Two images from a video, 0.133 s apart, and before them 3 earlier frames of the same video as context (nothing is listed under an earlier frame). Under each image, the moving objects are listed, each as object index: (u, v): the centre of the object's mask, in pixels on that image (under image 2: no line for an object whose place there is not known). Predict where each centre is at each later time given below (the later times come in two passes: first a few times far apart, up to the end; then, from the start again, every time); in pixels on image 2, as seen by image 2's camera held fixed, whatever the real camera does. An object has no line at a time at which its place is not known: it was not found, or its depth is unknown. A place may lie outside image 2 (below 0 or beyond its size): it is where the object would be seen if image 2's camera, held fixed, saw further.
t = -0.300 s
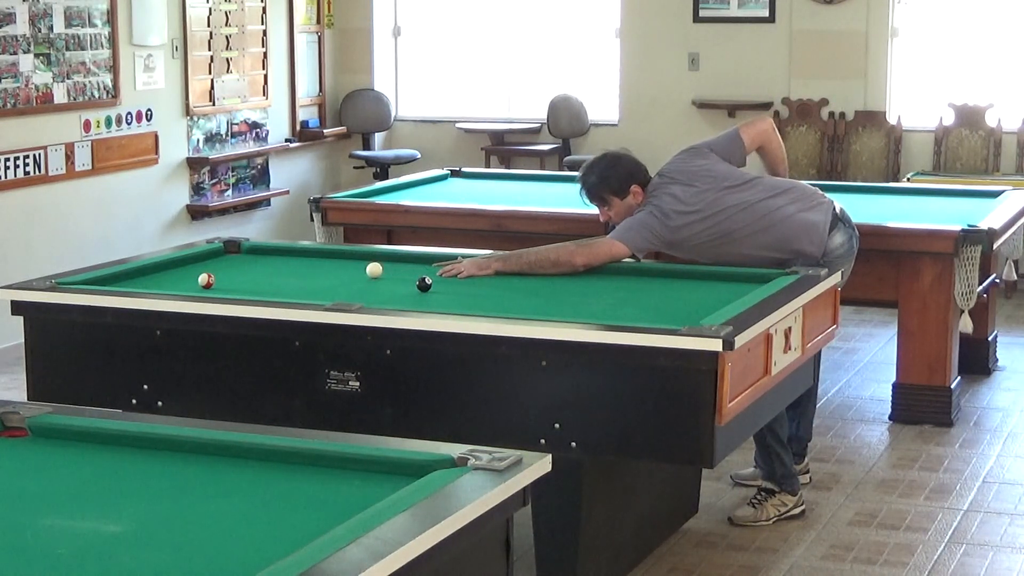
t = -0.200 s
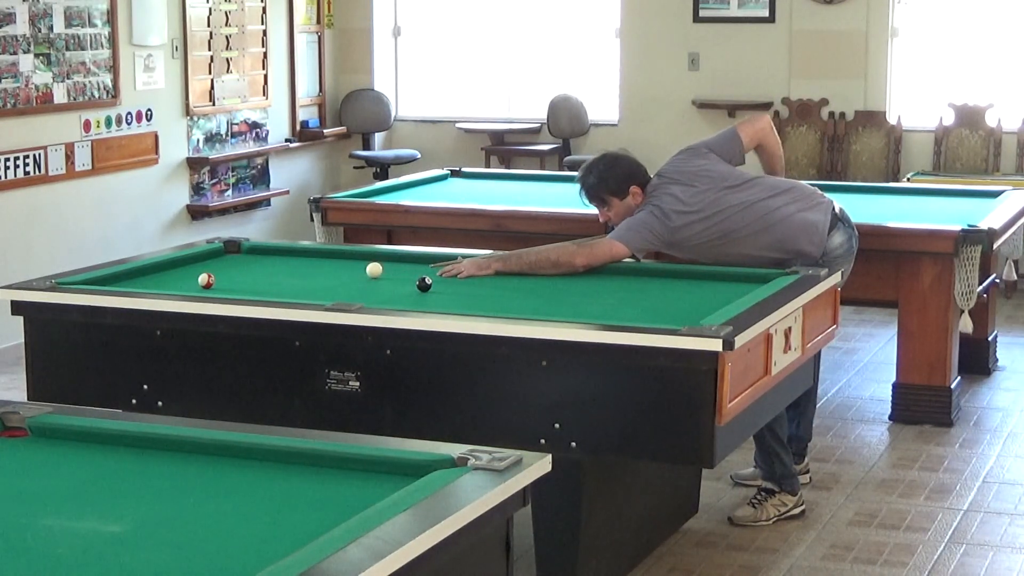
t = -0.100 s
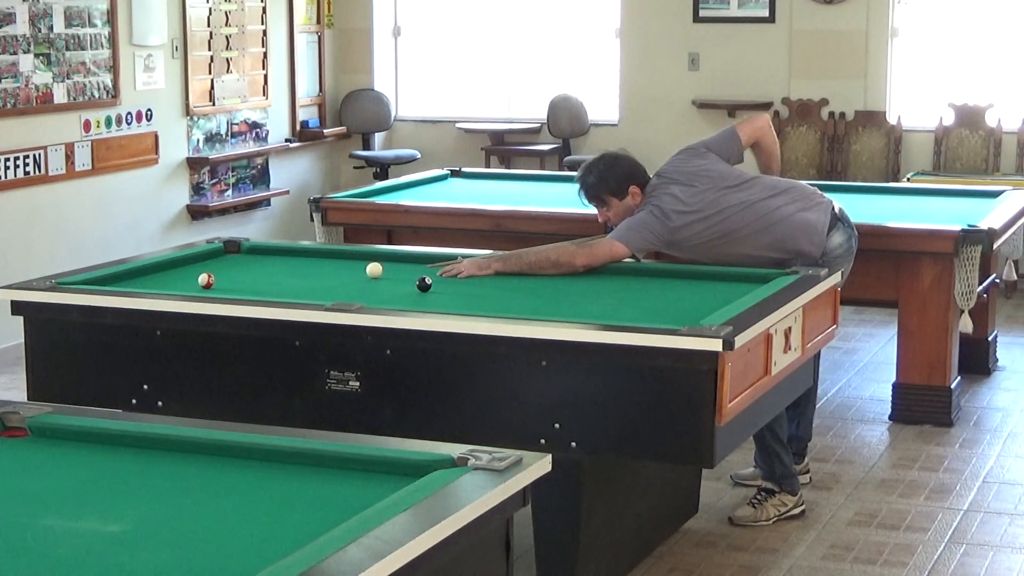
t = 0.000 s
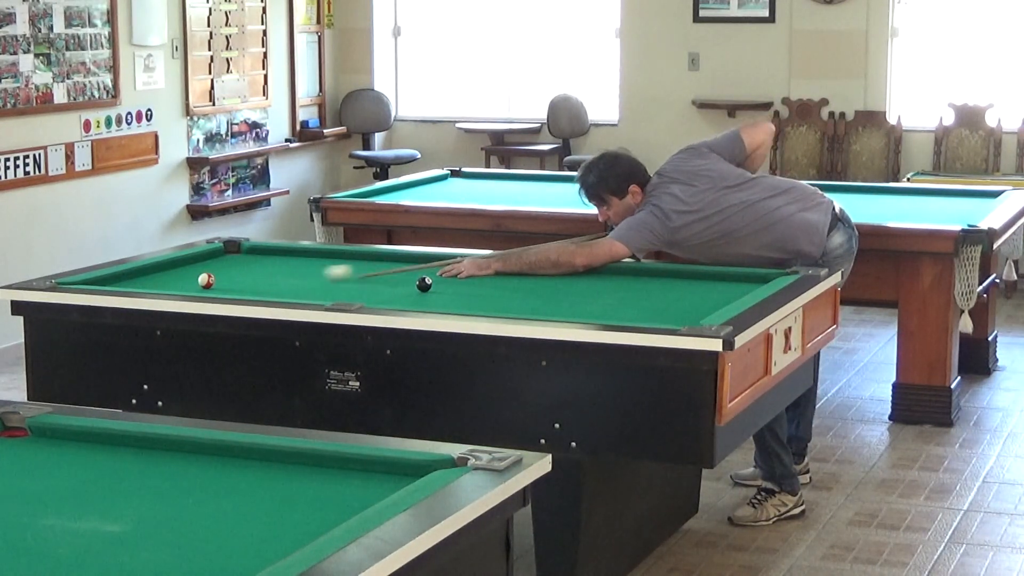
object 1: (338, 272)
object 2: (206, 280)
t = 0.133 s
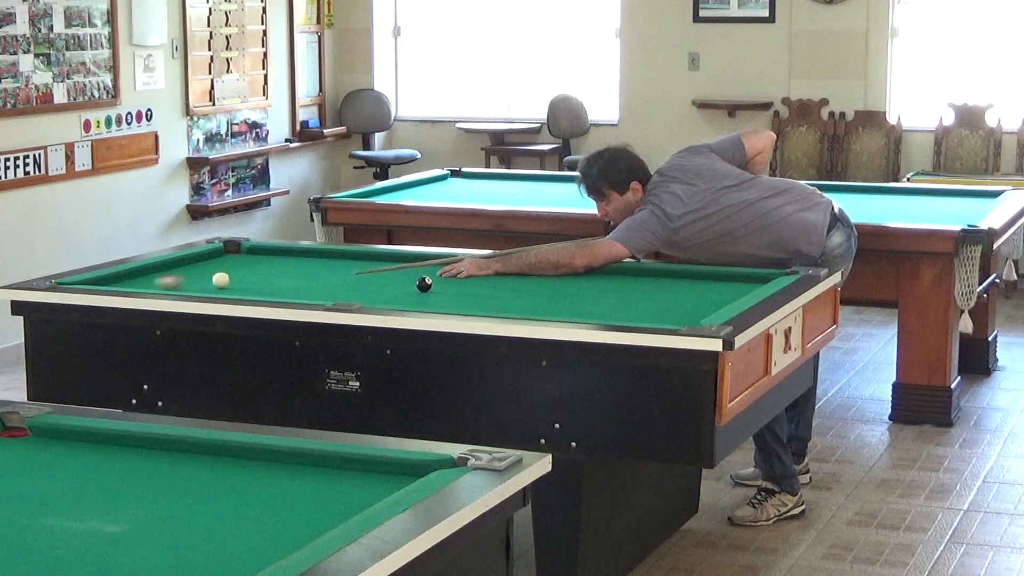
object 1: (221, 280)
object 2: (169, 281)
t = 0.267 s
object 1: (223, 282)
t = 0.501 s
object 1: (251, 283)
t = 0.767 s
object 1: (285, 284)
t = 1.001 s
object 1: (312, 284)
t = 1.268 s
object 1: (340, 285)
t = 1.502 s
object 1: (363, 285)
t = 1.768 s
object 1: (386, 286)
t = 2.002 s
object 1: (403, 286)
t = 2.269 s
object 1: (421, 286)
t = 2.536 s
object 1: (436, 287)
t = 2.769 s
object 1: (446, 287)
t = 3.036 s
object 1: (456, 287)
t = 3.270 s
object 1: (461, 287)
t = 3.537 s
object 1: (465, 287)
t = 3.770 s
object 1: (466, 287)
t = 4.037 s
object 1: (466, 287)
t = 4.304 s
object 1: (466, 287)
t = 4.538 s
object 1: (466, 287)
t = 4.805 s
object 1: (466, 287)
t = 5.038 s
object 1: (466, 287)
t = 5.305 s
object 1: (466, 287)
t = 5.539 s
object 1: (466, 287)
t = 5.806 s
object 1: (466, 287)
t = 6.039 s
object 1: (466, 287)
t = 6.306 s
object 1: (466, 287)
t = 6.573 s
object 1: (466, 287)
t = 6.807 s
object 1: (466, 287)
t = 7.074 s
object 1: (466, 287)
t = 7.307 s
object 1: (466, 287)
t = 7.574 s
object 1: (466, 287)
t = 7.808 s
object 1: (466, 287)
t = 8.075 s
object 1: (466, 287)
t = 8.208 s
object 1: (466, 287)
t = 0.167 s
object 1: (220, 281)
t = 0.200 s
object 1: (220, 281)
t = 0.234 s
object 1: (221, 282)
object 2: (63, 283)
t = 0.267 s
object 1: (223, 282)
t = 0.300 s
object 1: (225, 282)
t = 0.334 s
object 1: (229, 283)
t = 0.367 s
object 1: (233, 283)
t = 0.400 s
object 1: (238, 283)
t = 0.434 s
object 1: (242, 283)
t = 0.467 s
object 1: (247, 283)
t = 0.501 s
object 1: (251, 283)
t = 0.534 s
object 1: (256, 283)
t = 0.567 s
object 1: (260, 283)
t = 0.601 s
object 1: (264, 283)
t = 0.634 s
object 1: (268, 283)
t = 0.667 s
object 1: (272, 283)
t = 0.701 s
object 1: (276, 283)
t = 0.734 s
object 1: (281, 283)
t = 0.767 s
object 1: (285, 284)
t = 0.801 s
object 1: (289, 284)
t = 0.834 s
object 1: (293, 284)
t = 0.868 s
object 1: (297, 284)
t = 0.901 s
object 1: (301, 284)
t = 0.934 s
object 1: (305, 284)
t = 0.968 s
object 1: (308, 284)
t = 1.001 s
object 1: (312, 284)
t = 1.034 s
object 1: (316, 284)
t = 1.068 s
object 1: (319, 284)
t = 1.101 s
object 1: (323, 284)
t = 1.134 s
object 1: (327, 284)
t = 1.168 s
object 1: (330, 285)
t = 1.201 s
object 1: (333, 285)
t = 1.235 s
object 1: (337, 285)
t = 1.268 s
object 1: (340, 285)
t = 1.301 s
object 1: (344, 285)
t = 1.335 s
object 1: (347, 285)
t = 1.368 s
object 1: (350, 285)
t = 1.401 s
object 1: (353, 285)
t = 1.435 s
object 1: (356, 285)
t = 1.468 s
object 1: (360, 285)
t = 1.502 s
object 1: (363, 285)
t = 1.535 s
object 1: (366, 285)
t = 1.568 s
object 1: (369, 285)
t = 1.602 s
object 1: (372, 285)
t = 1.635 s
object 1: (374, 285)
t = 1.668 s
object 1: (378, 286)
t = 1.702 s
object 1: (380, 286)
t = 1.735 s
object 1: (383, 286)
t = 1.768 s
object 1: (386, 286)
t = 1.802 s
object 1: (388, 286)
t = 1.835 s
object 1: (391, 286)
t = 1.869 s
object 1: (394, 286)
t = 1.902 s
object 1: (396, 286)
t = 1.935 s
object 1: (399, 286)
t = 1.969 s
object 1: (401, 286)
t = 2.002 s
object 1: (403, 286)
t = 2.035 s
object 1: (405, 286)
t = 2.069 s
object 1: (408, 286)
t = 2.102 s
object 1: (411, 286)
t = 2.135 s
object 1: (413, 286)
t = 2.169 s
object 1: (414, 286)
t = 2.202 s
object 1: (417, 286)
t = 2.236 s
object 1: (419, 287)
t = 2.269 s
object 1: (421, 286)
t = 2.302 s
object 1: (423, 286)
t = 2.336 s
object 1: (425, 286)
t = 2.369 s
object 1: (427, 286)
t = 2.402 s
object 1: (429, 286)
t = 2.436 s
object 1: (431, 286)
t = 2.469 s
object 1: (433, 287)
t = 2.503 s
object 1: (435, 287)
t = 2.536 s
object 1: (436, 287)
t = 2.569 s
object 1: (438, 287)
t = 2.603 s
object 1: (439, 287)
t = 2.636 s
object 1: (441, 287)
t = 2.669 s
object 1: (442, 287)
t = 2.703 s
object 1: (444, 287)
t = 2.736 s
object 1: (445, 286)
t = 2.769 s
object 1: (446, 287)
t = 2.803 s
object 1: (448, 287)
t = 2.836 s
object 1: (449, 287)
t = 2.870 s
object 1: (450, 287)
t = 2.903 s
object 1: (452, 287)
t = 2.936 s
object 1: (453, 287)
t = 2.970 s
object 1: (454, 287)
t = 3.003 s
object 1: (455, 287)
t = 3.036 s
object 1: (456, 287)
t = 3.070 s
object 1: (457, 287)
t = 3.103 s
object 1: (457, 287)
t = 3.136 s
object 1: (458, 287)
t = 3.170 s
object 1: (459, 287)
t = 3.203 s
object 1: (460, 287)
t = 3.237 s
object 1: (460, 287)
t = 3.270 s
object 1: (461, 287)
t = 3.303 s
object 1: (462, 287)
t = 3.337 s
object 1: (462, 287)
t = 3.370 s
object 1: (463, 287)
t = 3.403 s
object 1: (463, 287)
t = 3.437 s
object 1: (464, 287)
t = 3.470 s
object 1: (464, 287)
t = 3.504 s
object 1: (465, 287)
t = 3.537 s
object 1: (465, 287)
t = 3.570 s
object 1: (465, 287)
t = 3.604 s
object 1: (465, 287)
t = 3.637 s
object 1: (466, 287)
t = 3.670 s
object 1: (466, 287)
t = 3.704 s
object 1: (466, 287)
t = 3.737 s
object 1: (466, 287)
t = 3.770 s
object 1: (466, 287)
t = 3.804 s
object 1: (466, 287)
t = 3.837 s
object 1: (466, 287)
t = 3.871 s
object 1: (466, 287)
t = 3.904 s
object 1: (466, 287)
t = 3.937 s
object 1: (466, 287)
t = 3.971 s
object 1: (466, 287)
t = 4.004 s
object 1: (466, 287)
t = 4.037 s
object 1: (466, 287)
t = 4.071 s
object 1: (466, 287)
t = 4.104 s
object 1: (466, 287)
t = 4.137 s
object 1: (466, 287)
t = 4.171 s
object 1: (466, 287)
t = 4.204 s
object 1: (466, 287)
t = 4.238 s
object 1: (466, 287)
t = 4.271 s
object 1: (466, 287)
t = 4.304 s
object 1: (466, 287)
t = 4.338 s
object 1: (466, 287)
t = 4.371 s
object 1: (466, 287)
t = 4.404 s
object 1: (466, 287)
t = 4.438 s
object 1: (466, 287)
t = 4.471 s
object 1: (466, 287)
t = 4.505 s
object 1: (466, 287)
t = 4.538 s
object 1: (466, 287)
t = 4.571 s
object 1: (466, 287)
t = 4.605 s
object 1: (466, 287)
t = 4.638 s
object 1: (466, 287)
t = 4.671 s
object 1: (466, 287)
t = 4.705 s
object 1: (466, 287)
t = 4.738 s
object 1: (466, 287)
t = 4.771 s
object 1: (466, 287)
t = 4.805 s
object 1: (466, 287)
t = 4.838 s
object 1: (466, 287)
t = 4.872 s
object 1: (466, 287)
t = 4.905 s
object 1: (466, 287)
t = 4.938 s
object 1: (466, 287)
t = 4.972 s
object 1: (466, 287)
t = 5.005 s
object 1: (466, 287)
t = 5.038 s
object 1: (466, 287)
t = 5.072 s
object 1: (466, 287)
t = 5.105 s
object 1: (466, 287)
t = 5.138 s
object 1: (466, 287)
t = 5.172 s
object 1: (466, 287)
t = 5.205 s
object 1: (466, 287)
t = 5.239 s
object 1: (466, 287)
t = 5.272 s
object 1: (466, 287)
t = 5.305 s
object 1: (466, 287)
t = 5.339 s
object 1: (466, 287)
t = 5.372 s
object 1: (466, 287)
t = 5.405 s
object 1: (466, 287)
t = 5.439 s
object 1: (466, 287)
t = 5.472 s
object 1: (466, 287)
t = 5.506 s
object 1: (466, 287)
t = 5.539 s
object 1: (466, 287)
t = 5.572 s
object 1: (466, 287)
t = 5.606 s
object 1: (466, 287)
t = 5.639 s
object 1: (466, 287)
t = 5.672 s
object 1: (466, 287)
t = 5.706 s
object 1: (466, 287)
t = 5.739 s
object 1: (466, 287)
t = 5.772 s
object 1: (466, 287)
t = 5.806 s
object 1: (466, 287)
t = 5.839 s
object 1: (466, 287)
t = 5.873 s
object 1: (466, 287)
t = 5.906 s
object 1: (466, 287)
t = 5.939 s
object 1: (466, 287)
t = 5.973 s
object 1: (466, 287)
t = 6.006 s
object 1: (466, 287)
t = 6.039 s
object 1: (466, 287)
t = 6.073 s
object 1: (466, 287)
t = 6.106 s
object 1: (466, 287)
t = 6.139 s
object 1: (466, 287)
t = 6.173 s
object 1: (466, 287)
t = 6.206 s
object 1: (466, 287)
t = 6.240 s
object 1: (466, 287)
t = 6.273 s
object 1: (466, 287)
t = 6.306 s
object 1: (466, 287)
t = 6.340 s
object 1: (466, 287)
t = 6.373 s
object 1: (466, 287)
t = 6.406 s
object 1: (466, 287)
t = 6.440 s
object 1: (466, 287)
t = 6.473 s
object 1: (466, 287)
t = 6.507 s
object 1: (466, 287)
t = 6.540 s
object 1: (466, 287)
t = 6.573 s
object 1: (466, 287)
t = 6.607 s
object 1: (466, 287)
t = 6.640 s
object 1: (466, 287)
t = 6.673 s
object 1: (466, 287)
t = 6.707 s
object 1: (466, 287)
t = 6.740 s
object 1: (466, 287)
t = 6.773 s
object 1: (466, 287)
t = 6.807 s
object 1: (466, 287)
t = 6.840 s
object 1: (466, 287)
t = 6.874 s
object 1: (466, 287)
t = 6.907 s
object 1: (466, 287)
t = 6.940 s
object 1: (466, 287)
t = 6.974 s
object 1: (466, 287)
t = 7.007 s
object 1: (466, 287)
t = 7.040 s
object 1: (466, 287)
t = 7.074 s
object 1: (466, 287)
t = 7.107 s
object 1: (466, 287)
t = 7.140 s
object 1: (466, 287)
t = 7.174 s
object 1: (466, 287)
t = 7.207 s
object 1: (466, 287)
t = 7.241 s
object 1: (466, 287)
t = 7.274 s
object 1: (466, 287)
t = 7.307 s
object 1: (466, 287)
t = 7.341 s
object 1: (466, 287)
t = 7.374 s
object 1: (466, 287)
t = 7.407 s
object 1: (466, 287)
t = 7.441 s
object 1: (466, 287)
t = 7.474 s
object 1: (466, 287)
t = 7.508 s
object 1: (466, 287)
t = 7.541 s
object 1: (466, 287)
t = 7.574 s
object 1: (466, 287)
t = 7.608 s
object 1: (466, 287)
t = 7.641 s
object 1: (466, 287)
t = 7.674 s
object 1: (466, 287)
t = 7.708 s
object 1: (466, 287)
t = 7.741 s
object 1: (466, 287)
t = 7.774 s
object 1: (466, 287)
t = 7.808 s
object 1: (466, 287)
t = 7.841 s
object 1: (466, 287)
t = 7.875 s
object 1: (466, 287)
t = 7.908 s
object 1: (466, 287)
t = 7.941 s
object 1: (466, 287)
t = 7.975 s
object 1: (466, 287)
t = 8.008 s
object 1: (466, 287)
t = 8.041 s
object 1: (466, 287)
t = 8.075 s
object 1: (466, 287)
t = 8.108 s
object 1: (466, 287)
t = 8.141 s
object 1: (466, 287)
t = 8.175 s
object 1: (466, 287)
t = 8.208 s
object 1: (466, 287)
